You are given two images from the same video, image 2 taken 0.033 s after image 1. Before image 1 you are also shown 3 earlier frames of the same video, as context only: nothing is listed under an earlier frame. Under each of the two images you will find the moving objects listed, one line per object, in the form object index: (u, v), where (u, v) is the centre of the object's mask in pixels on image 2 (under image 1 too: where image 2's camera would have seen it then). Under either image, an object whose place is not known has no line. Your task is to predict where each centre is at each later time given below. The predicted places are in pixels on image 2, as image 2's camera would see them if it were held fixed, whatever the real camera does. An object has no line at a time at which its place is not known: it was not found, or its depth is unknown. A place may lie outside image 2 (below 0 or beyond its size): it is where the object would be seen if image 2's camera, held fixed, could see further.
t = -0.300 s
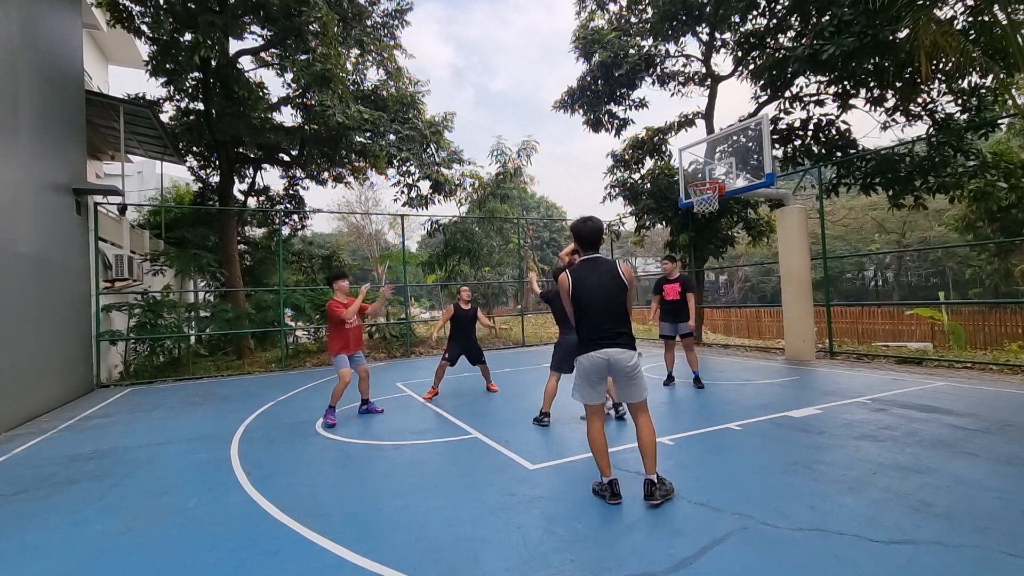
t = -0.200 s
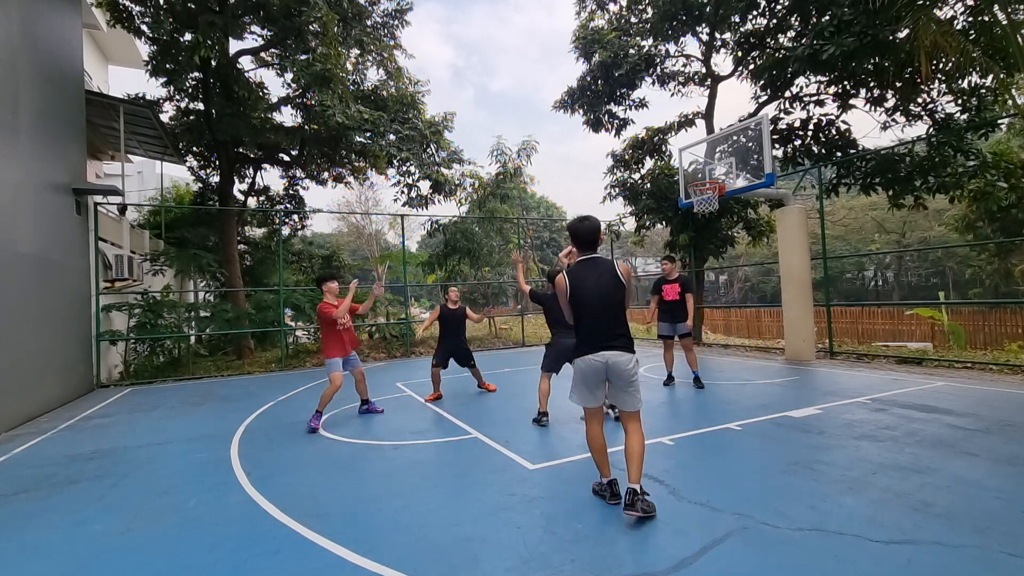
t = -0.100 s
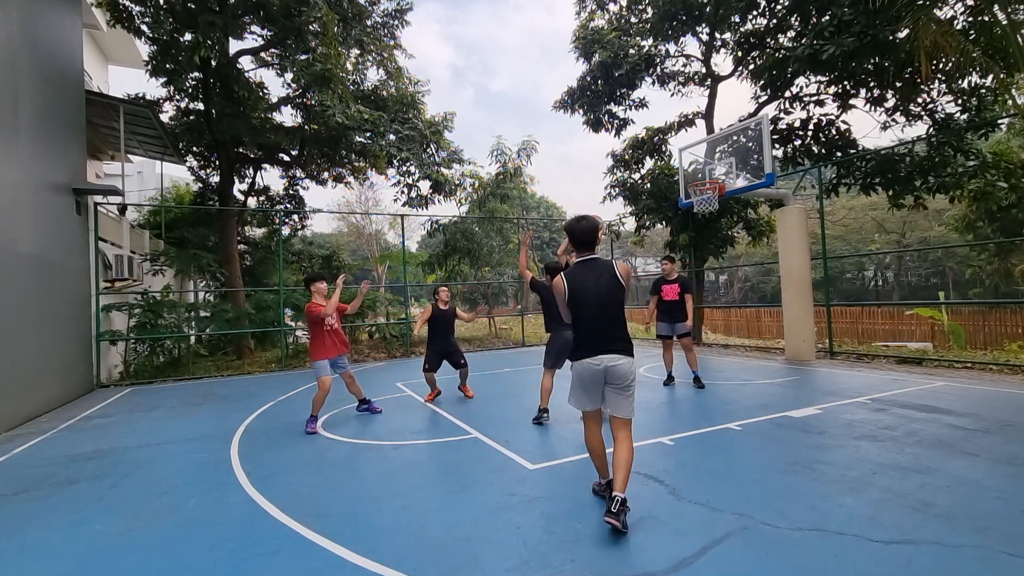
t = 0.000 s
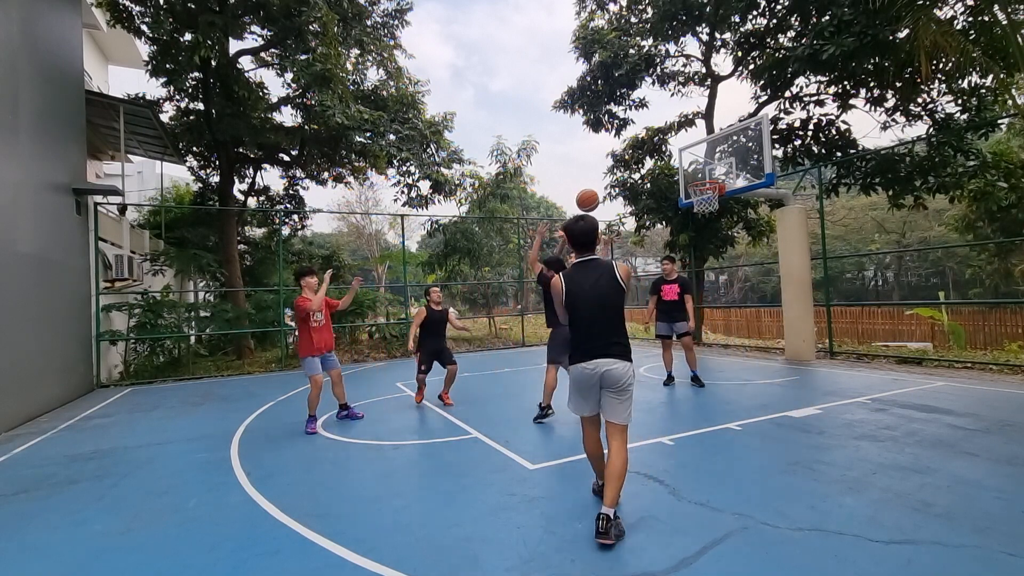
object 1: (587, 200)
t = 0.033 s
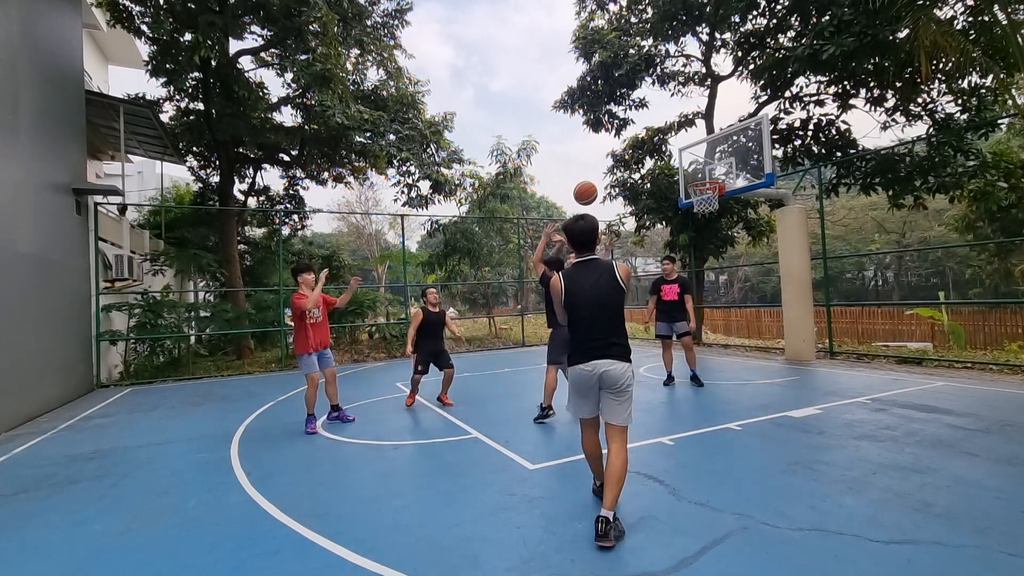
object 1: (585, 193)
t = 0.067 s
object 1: (583, 186)
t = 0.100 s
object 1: (581, 180)
